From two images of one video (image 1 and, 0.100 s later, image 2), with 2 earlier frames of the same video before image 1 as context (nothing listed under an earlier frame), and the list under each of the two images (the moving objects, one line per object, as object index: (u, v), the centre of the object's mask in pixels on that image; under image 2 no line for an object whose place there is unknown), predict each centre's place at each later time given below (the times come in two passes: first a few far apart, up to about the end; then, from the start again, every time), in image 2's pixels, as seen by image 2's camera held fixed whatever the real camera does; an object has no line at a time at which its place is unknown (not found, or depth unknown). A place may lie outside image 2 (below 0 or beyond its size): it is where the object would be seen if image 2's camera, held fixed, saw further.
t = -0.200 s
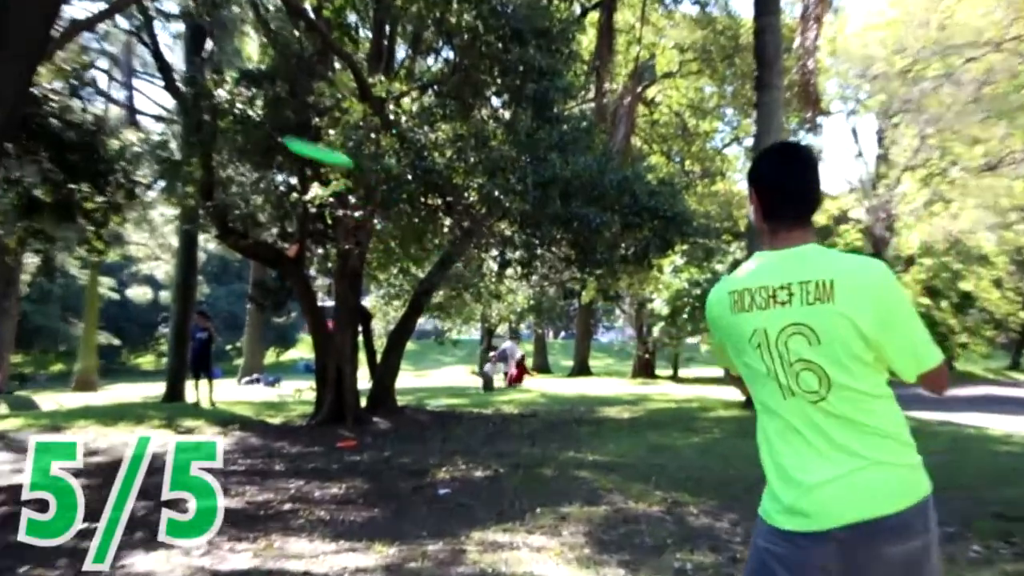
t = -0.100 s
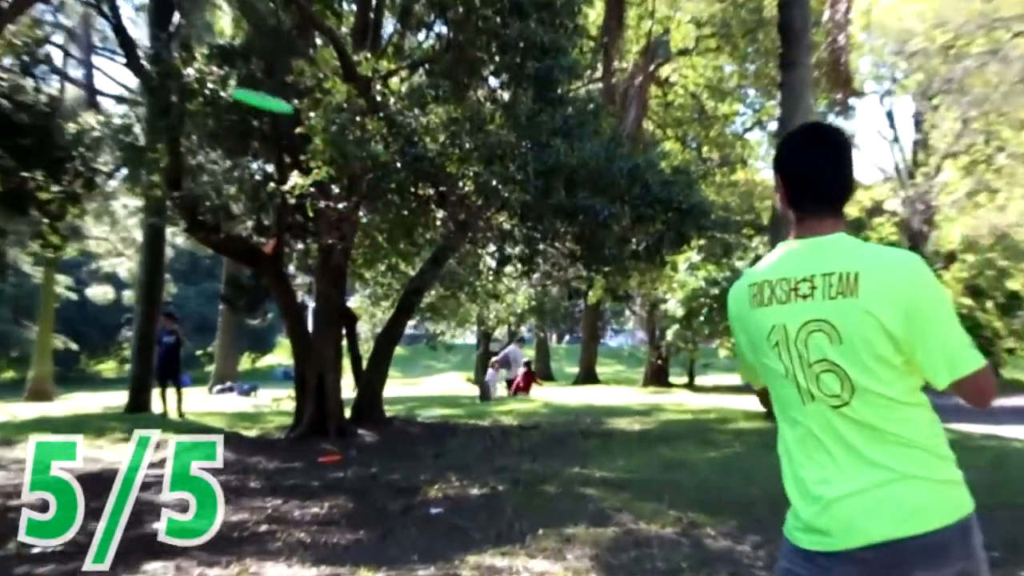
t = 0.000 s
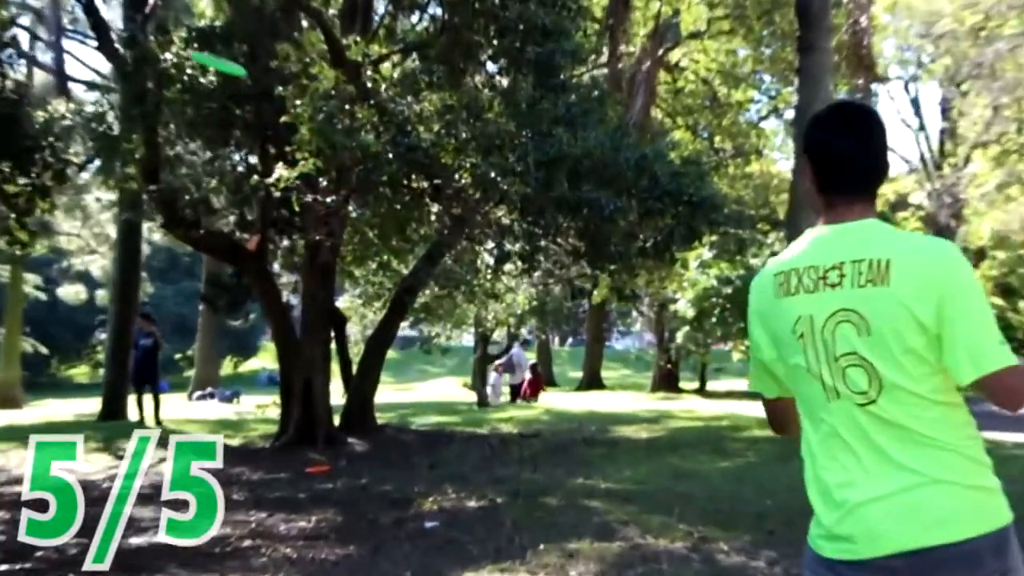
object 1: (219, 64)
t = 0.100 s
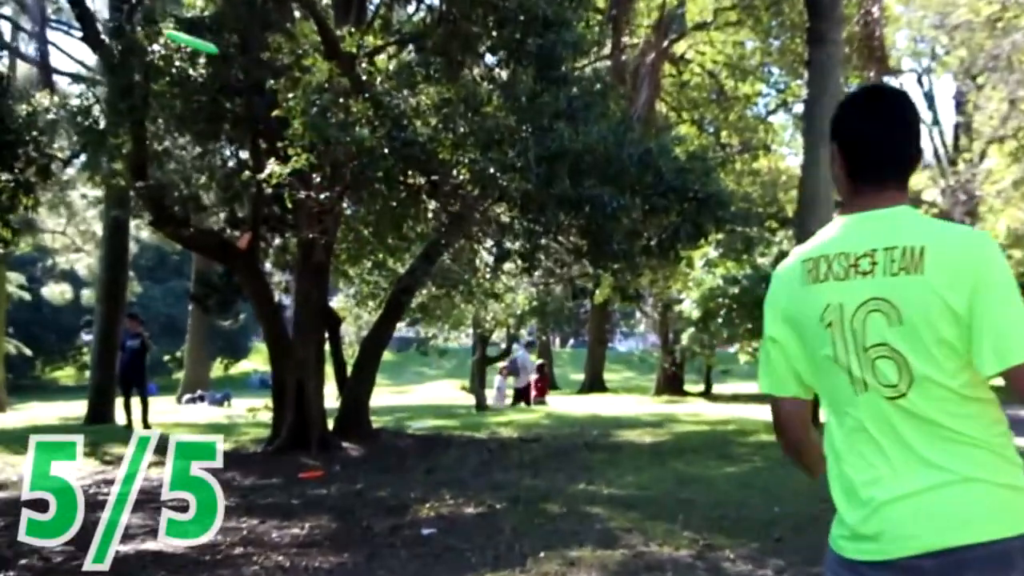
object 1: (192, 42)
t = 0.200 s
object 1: (183, 34)
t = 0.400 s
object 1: (181, 30)
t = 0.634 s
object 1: (195, 47)
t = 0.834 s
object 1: (215, 72)
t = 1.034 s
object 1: (242, 101)
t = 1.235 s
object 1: (271, 135)
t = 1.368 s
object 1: (288, 156)
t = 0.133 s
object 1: (189, 40)
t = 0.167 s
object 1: (185, 37)
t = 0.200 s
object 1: (183, 34)
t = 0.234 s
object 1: (181, 31)
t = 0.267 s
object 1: (180, 30)
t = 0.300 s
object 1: (180, 29)
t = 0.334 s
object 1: (179, 28)
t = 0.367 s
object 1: (180, 29)
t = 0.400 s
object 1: (181, 30)
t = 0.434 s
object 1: (181, 32)
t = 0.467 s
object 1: (183, 34)
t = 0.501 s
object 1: (185, 36)
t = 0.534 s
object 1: (187, 39)
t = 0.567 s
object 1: (192, 42)
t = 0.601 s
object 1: (193, 45)
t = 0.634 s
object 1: (195, 47)
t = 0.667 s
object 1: (196, 50)
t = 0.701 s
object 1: (201, 54)
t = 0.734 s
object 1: (204, 59)
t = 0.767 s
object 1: (207, 63)
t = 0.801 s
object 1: (211, 67)
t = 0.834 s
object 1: (215, 72)
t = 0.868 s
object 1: (219, 76)
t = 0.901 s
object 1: (223, 81)
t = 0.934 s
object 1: (227, 86)
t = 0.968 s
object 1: (232, 91)
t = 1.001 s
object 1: (237, 96)
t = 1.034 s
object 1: (242, 101)
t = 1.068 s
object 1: (247, 107)
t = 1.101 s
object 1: (250, 112)
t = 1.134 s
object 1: (255, 118)
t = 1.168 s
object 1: (261, 123)
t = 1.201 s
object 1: (266, 130)
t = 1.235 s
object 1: (271, 135)
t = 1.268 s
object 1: (275, 141)
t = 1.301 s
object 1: (281, 146)
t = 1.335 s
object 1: (285, 152)
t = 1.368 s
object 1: (288, 156)
